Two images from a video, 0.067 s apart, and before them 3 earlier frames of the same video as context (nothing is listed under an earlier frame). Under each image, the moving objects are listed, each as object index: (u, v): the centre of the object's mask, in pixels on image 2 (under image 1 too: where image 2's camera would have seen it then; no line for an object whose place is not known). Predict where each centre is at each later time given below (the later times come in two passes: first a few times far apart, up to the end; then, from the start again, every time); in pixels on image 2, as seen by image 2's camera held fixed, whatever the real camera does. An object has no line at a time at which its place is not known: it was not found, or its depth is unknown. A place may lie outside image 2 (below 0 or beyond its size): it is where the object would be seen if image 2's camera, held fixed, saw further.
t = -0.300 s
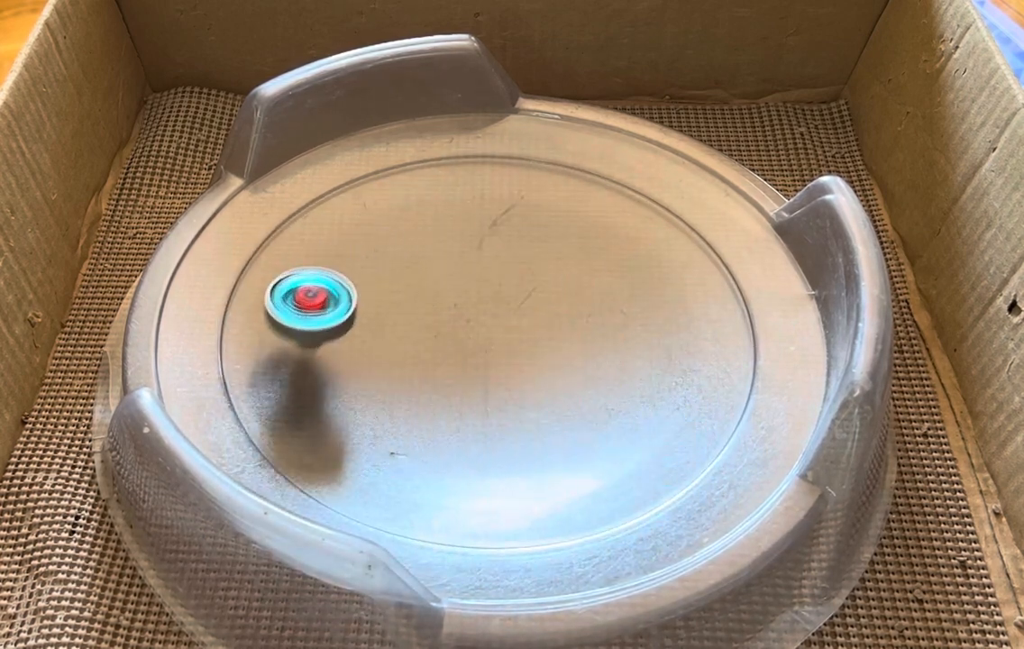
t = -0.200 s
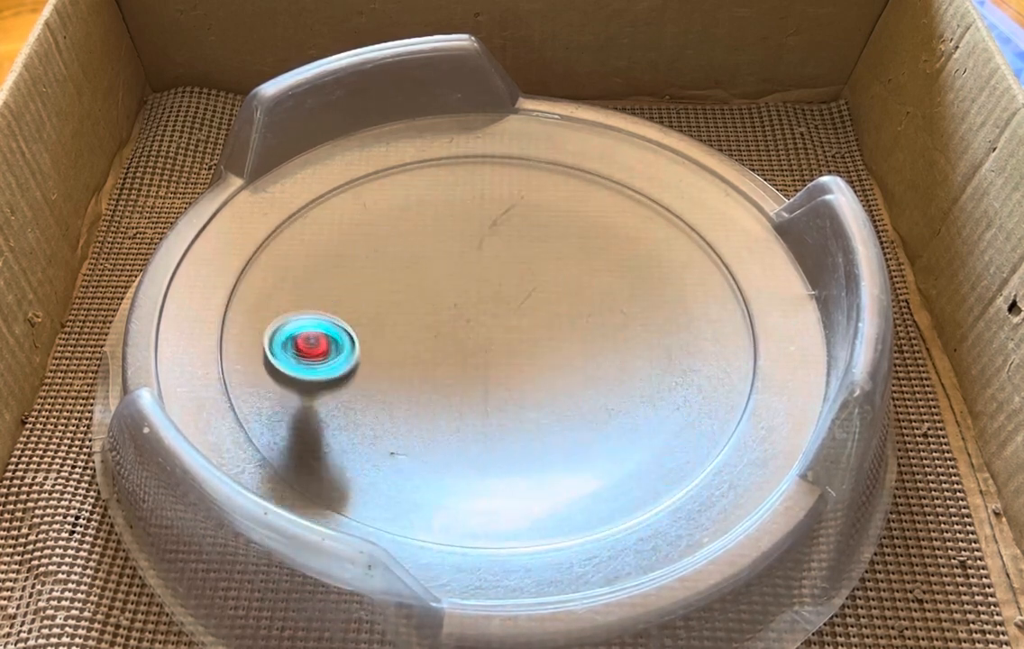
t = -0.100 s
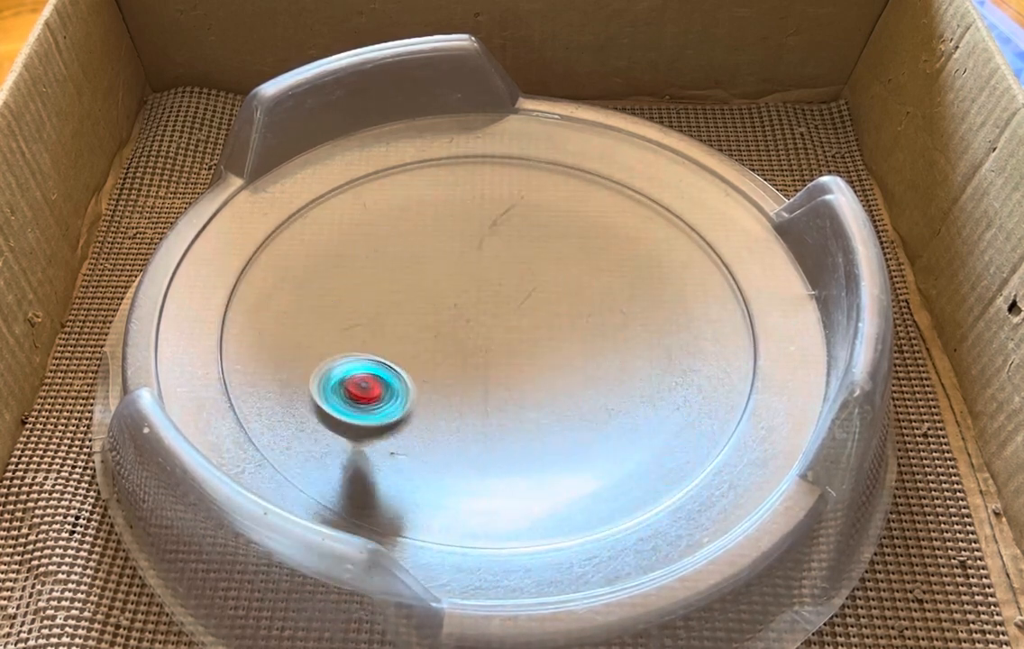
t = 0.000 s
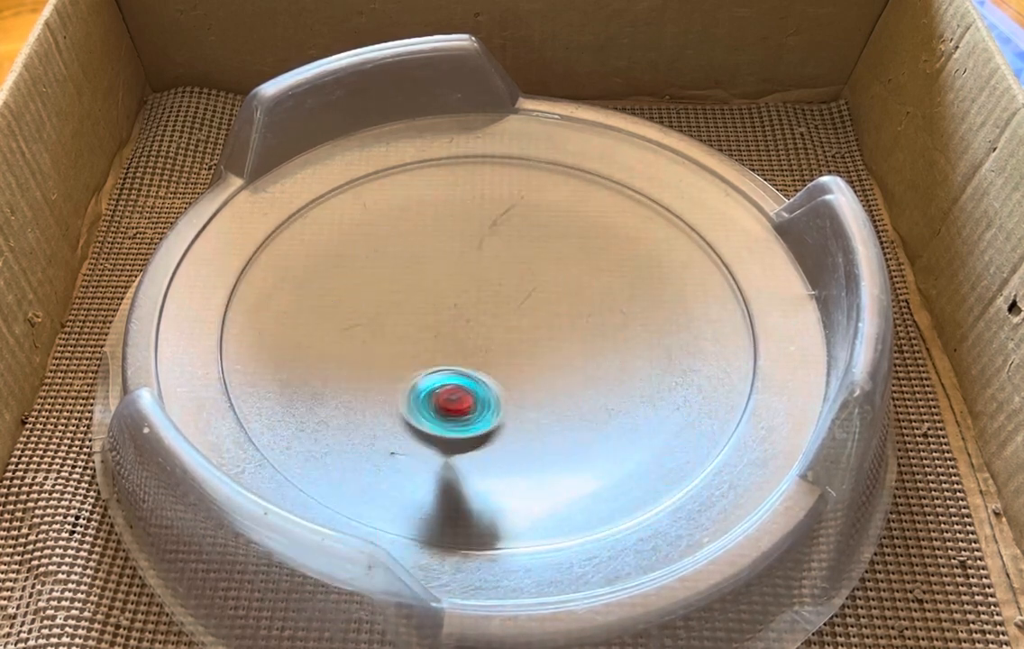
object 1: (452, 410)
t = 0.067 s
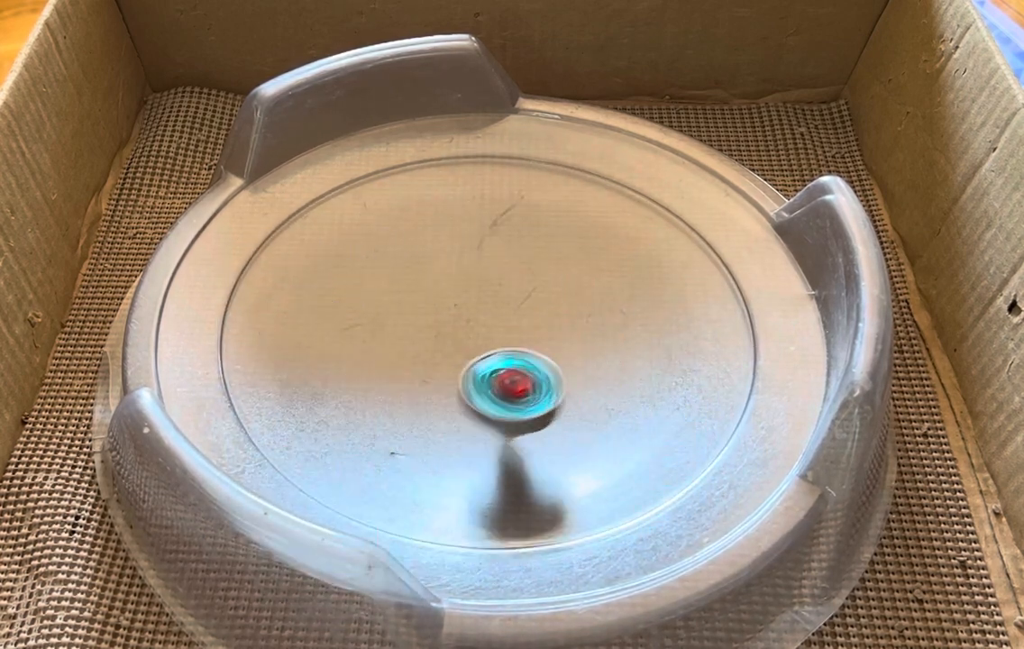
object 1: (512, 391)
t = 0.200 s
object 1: (578, 311)
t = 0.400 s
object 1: (533, 214)
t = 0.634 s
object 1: (408, 230)
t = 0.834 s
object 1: (415, 321)
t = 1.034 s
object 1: (566, 353)
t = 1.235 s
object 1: (642, 280)
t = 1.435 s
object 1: (554, 219)
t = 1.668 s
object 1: (413, 299)
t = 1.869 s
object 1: (427, 410)
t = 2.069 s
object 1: (549, 424)
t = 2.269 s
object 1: (598, 336)
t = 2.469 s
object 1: (472, 267)
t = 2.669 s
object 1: (333, 287)
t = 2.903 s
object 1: (334, 389)
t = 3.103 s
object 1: (498, 397)
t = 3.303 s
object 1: (565, 279)
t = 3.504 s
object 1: (491, 197)
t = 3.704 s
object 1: (380, 214)
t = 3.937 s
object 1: (405, 338)
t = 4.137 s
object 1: (570, 366)
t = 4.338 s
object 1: (645, 298)
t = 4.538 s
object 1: (574, 233)
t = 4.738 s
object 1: (452, 280)
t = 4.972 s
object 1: (429, 399)
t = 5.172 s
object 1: (544, 423)
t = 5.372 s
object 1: (581, 338)
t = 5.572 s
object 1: (460, 274)
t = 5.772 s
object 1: (331, 290)
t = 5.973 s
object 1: (326, 373)
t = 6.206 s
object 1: (503, 378)
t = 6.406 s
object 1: (558, 265)
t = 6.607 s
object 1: (487, 194)
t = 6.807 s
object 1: (388, 227)
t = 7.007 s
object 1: (419, 330)
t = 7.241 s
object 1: (592, 359)
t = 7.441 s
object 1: (649, 280)
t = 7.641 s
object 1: (540, 241)
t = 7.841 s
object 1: (421, 305)
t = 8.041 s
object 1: (411, 403)
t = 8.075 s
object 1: (424, 416)
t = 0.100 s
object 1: (537, 375)
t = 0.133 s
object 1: (556, 355)
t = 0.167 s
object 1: (570, 333)
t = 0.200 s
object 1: (578, 311)
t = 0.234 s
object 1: (581, 290)
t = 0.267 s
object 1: (580, 269)
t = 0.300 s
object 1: (574, 251)
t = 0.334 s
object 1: (565, 237)
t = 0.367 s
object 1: (550, 224)
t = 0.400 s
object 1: (533, 214)
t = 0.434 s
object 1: (515, 208)
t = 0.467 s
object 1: (493, 205)
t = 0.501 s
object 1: (473, 205)
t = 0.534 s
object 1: (454, 208)
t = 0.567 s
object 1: (436, 214)
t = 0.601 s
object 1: (422, 221)
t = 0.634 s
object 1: (408, 230)
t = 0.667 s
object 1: (397, 242)
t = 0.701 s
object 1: (390, 257)
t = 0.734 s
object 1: (388, 272)
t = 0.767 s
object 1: (391, 288)
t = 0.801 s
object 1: (400, 305)
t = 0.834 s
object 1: (415, 321)
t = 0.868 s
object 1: (434, 334)
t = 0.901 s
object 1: (457, 346)
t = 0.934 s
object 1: (483, 354)
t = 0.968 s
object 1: (512, 357)
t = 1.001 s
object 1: (539, 357)
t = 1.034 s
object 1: (566, 353)
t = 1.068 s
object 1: (590, 346)
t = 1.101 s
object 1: (610, 335)
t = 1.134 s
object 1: (625, 324)
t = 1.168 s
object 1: (636, 311)
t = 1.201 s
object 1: (642, 295)
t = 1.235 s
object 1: (642, 280)
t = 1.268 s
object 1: (639, 266)
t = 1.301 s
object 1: (630, 252)
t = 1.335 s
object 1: (616, 239)
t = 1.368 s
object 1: (599, 228)
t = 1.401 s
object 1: (578, 221)
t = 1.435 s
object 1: (554, 219)
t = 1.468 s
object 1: (530, 221)
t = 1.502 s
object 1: (507, 227)
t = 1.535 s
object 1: (483, 236)
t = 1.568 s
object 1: (461, 248)
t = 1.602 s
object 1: (442, 263)
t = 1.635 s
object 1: (426, 280)
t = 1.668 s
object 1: (413, 299)
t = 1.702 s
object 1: (404, 319)
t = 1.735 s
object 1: (400, 339)
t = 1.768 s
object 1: (400, 359)
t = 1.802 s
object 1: (406, 378)
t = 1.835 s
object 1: (415, 395)
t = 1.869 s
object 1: (427, 410)
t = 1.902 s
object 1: (443, 420)
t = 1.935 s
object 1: (462, 427)
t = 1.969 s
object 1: (481, 432)
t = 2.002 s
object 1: (503, 434)
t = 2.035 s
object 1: (526, 430)
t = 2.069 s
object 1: (549, 424)
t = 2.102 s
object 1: (570, 415)
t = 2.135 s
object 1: (588, 403)
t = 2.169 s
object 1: (601, 386)
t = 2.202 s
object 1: (607, 370)
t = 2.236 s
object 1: (606, 353)
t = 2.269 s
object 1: (598, 336)
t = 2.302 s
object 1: (585, 320)
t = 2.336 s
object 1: (568, 304)
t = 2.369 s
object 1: (547, 292)
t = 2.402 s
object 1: (523, 281)
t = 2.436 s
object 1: (498, 273)
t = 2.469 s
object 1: (472, 267)
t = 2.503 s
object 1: (445, 265)
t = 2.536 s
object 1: (418, 265)
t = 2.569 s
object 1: (393, 266)
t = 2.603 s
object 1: (370, 271)
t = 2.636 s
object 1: (350, 279)
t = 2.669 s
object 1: (333, 287)
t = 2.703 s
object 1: (319, 299)
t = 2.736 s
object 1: (308, 312)
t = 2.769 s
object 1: (302, 327)
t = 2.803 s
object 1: (302, 343)
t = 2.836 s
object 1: (307, 359)
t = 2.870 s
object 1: (318, 374)
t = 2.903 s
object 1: (334, 389)
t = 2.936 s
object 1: (356, 402)
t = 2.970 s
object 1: (382, 410)
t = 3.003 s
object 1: (412, 414)
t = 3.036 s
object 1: (443, 413)
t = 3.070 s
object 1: (471, 408)
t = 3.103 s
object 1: (498, 397)
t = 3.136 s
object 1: (522, 381)
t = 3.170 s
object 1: (541, 364)
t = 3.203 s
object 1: (555, 344)
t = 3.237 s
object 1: (563, 322)
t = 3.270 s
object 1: (566, 301)
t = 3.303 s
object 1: (565, 279)
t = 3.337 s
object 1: (559, 258)
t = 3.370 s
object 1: (549, 239)
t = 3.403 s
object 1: (538, 225)
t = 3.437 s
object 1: (525, 213)
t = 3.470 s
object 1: (509, 203)
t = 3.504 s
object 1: (491, 197)
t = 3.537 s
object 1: (473, 191)
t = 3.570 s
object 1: (454, 190)
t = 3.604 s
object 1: (434, 191)
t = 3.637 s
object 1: (414, 195)
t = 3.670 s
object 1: (396, 203)
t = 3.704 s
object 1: (380, 214)
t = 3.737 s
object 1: (368, 228)
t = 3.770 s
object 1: (361, 244)
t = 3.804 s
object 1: (360, 262)
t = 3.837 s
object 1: (363, 282)
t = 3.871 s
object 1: (371, 302)
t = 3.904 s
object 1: (385, 320)
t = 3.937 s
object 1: (405, 338)
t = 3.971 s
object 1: (429, 352)
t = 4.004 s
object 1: (456, 362)
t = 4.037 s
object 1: (486, 370)
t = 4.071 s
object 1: (515, 372)
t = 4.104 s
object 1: (542, 371)
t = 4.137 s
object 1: (570, 366)
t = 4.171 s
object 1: (593, 359)
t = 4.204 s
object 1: (611, 350)
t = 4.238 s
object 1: (626, 339)
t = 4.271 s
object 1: (637, 326)
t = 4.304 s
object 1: (643, 313)
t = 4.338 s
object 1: (645, 298)
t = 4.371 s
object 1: (643, 284)
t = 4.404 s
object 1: (637, 269)
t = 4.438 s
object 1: (627, 256)
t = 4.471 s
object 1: (613, 244)
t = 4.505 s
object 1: (595, 237)
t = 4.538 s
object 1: (574, 233)
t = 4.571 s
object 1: (552, 232)
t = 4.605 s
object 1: (530, 237)
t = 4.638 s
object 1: (509, 243)
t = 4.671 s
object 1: (488, 253)
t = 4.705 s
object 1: (469, 265)
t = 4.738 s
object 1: (452, 280)
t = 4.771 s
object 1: (437, 295)
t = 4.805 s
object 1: (426, 313)
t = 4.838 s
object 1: (418, 331)
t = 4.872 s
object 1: (415, 349)
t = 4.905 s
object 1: (415, 367)
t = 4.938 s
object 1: (420, 384)
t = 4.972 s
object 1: (429, 399)
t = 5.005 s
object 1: (441, 412)
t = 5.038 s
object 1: (458, 422)
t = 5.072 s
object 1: (477, 429)
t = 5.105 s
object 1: (498, 431)
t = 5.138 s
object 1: (522, 430)
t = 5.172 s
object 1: (544, 423)
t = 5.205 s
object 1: (566, 413)
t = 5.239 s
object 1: (581, 400)
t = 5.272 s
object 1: (591, 386)
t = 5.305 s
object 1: (594, 370)
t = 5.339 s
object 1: (590, 354)
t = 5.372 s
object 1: (581, 338)
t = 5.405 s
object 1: (567, 324)
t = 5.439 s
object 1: (549, 310)
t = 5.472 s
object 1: (529, 298)
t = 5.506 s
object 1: (507, 288)
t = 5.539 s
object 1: (484, 280)
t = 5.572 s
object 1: (460, 274)
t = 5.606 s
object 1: (436, 271)
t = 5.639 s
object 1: (412, 270)
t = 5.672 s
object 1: (389, 272)
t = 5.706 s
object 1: (368, 275)
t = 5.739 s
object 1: (348, 281)
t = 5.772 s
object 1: (331, 290)
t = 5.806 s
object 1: (318, 301)
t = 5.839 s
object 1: (308, 313)
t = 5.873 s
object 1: (304, 328)
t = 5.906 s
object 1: (305, 343)
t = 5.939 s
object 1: (313, 358)
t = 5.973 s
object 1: (326, 373)
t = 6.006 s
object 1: (346, 385)
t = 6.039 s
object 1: (370, 394)
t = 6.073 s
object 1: (397, 400)
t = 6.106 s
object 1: (426, 401)
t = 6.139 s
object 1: (453, 397)
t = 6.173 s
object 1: (479, 389)
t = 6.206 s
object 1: (503, 378)
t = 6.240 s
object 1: (523, 362)
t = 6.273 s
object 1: (539, 344)
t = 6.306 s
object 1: (550, 325)
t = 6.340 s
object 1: (557, 305)
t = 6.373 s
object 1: (560, 284)
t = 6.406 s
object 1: (558, 265)
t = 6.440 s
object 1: (552, 248)
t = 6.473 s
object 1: (544, 233)
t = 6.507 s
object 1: (533, 220)
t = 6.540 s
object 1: (520, 209)
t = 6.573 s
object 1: (504, 200)
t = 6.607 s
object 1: (487, 194)
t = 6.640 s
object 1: (468, 191)
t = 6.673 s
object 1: (449, 192)
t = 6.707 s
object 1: (430, 195)
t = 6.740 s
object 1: (413, 203)
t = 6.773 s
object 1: (399, 213)
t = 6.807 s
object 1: (388, 227)
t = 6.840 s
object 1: (382, 243)
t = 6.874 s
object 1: (380, 260)
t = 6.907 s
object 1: (383, 278)
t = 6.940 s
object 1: (390, 297)
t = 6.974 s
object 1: (402, 314)
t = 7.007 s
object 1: (419, 330)
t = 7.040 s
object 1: (439, 344)
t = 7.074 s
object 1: (462, 355)
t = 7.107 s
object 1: (488, 363)
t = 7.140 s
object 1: (515, 368)
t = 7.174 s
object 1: (541, 369)
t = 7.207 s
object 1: (568, 365)
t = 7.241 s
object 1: (592, 359)
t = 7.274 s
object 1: (613, 350)
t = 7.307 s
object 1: (630, 338)
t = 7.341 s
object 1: (643, 325)
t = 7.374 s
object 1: (650, 310)
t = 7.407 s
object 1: (652, 294)
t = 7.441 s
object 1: (649, 280)
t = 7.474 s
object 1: (640, 266)
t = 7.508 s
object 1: (626, 254)
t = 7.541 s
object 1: (608, 245)
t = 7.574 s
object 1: (587, 240)
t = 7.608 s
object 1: (564, 239)
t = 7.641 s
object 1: (540, 241)
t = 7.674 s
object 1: (517, 246)
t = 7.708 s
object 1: (494, 254)
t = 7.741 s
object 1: (473, 264)
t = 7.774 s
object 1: (453, 276)
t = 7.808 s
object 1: (436, 290)
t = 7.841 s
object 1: (421, 305)
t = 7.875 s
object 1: (410, 321)
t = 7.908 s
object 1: (402, 338)
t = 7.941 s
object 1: (398, 355)
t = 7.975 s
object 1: (398, 372)
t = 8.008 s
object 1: (403, 388)
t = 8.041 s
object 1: (411, 403)
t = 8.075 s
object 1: (424, 416)
